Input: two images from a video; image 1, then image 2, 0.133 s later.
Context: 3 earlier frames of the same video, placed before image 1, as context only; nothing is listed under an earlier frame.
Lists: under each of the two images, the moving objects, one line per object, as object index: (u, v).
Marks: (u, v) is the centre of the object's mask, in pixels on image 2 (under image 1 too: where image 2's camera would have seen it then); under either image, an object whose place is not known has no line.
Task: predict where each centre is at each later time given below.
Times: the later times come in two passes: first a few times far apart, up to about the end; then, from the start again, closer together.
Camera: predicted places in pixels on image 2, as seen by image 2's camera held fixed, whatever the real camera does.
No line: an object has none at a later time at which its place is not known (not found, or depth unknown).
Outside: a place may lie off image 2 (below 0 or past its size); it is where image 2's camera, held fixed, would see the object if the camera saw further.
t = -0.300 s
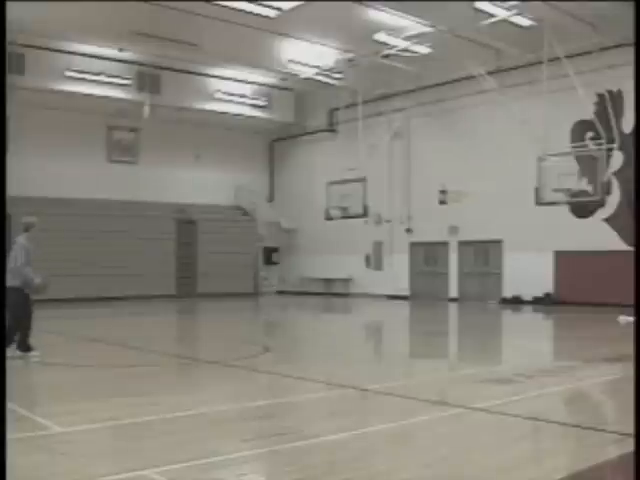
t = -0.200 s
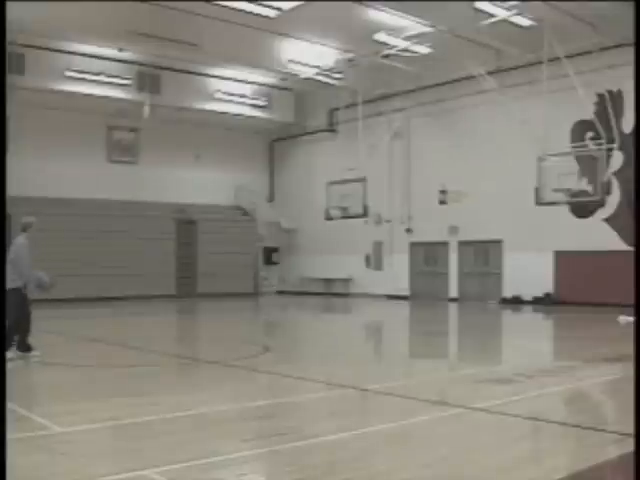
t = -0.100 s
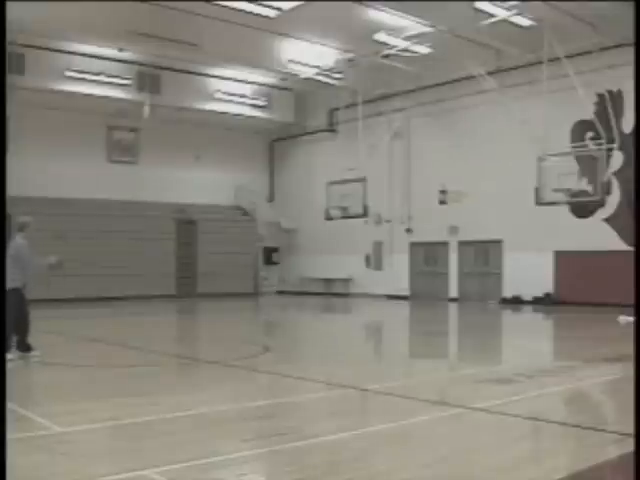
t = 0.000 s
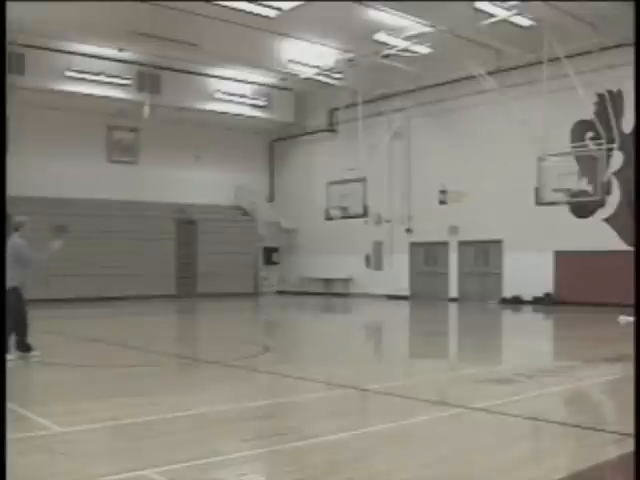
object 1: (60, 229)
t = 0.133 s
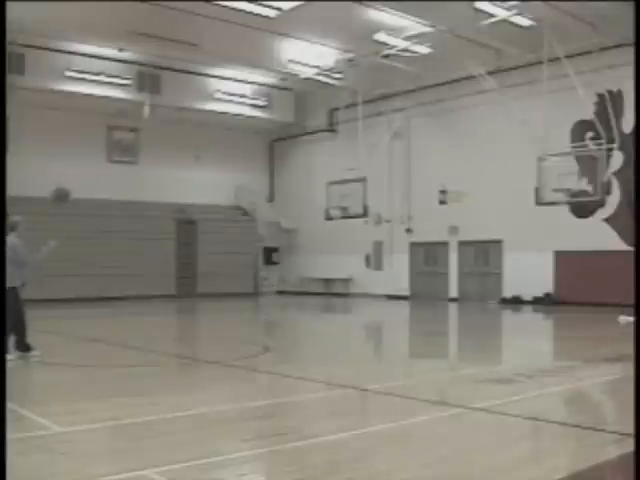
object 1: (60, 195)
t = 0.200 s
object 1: (61, 184)
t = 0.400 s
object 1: (63, 170)
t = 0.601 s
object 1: (65, 186)
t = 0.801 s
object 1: (68, 232)
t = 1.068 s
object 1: (72, 332)
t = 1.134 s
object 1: (69, 338)
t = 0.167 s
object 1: (61, 189)
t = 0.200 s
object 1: (61, 184)
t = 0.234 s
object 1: (62, 180)
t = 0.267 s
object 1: (62, 176)
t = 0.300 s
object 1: (62, 174)
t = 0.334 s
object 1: (63, 172)
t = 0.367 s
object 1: (63, 171)
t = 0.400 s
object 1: (63, 170)
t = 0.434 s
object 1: (63, 171)
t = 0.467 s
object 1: (63, 172)
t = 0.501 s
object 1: (64, 174)
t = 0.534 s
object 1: (64, 177)
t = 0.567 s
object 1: (65, 181)
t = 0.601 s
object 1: (65, 186)
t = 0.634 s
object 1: (65, 191)
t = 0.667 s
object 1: (65, 197)
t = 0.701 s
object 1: (65, 204)
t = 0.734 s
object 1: (67, 215)
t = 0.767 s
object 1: (68, 223)
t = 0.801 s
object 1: (68, 232)
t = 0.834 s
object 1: (69, 241)
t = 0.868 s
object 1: (68, 252)
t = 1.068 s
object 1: (72, 332)
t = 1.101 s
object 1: (72, 347)
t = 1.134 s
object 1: (69, 338)
